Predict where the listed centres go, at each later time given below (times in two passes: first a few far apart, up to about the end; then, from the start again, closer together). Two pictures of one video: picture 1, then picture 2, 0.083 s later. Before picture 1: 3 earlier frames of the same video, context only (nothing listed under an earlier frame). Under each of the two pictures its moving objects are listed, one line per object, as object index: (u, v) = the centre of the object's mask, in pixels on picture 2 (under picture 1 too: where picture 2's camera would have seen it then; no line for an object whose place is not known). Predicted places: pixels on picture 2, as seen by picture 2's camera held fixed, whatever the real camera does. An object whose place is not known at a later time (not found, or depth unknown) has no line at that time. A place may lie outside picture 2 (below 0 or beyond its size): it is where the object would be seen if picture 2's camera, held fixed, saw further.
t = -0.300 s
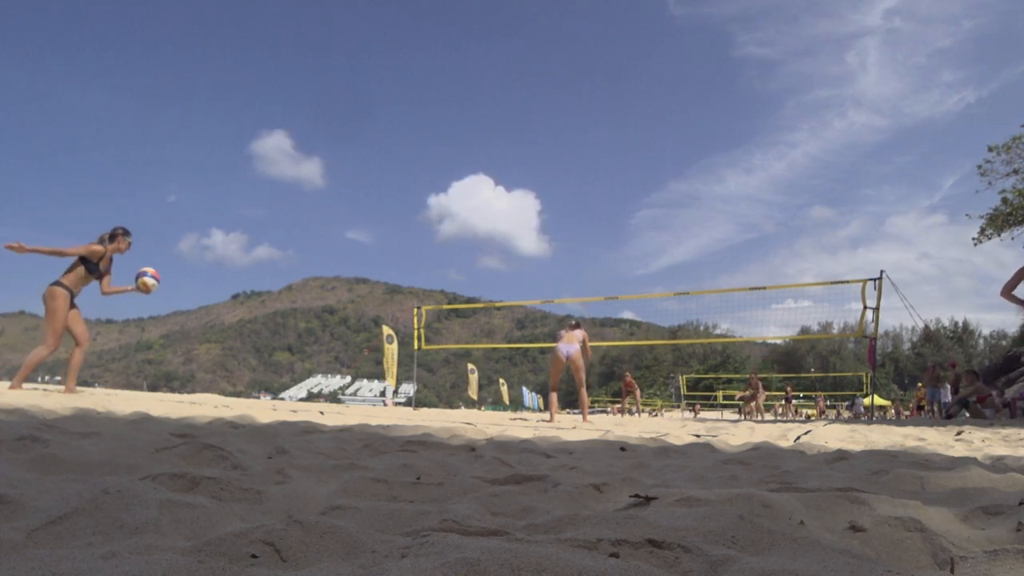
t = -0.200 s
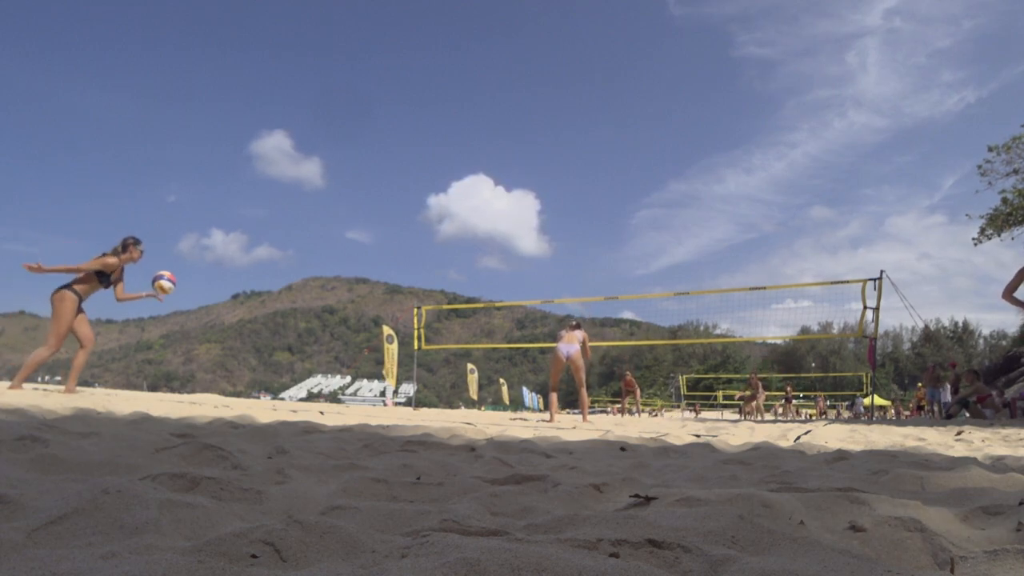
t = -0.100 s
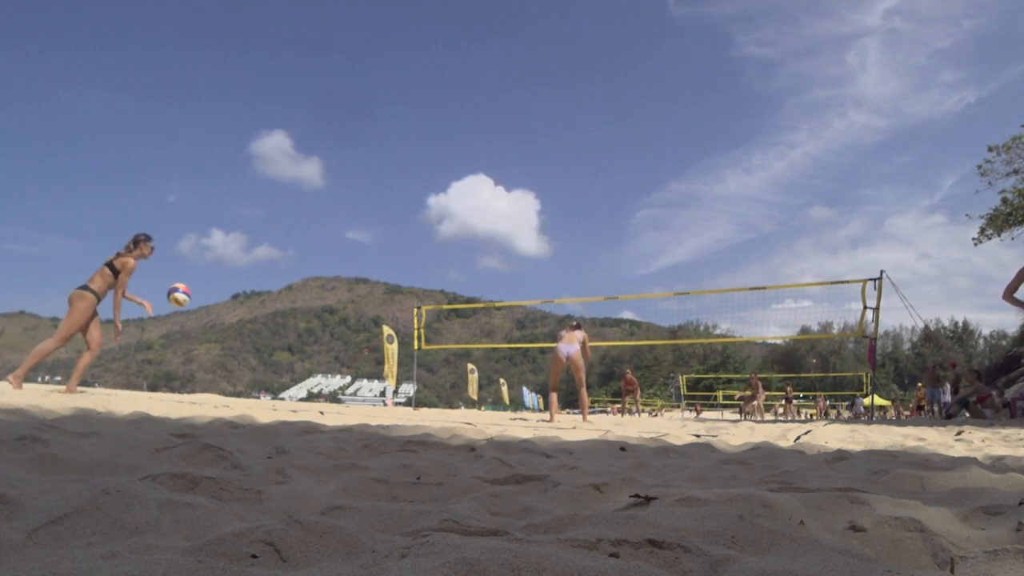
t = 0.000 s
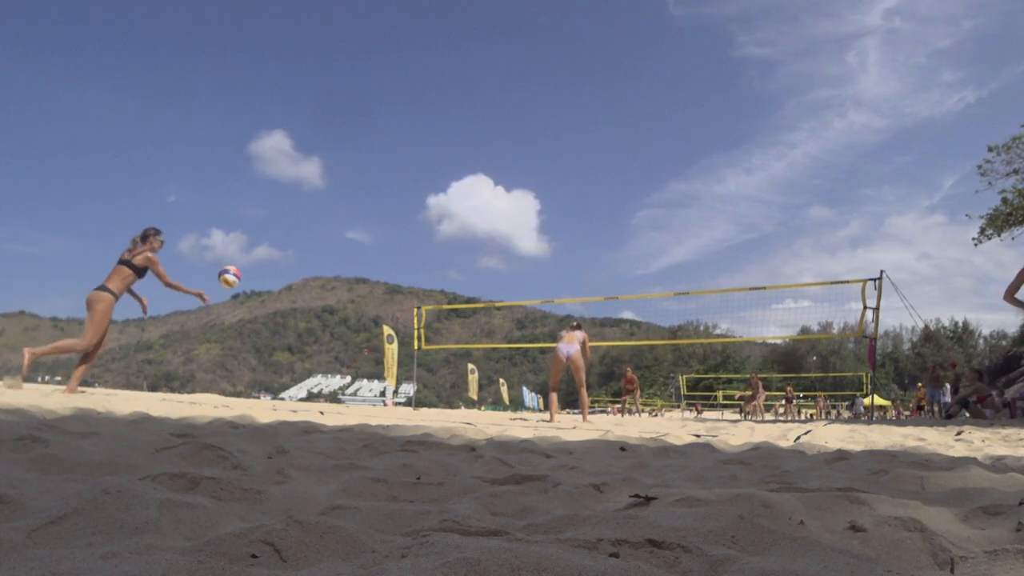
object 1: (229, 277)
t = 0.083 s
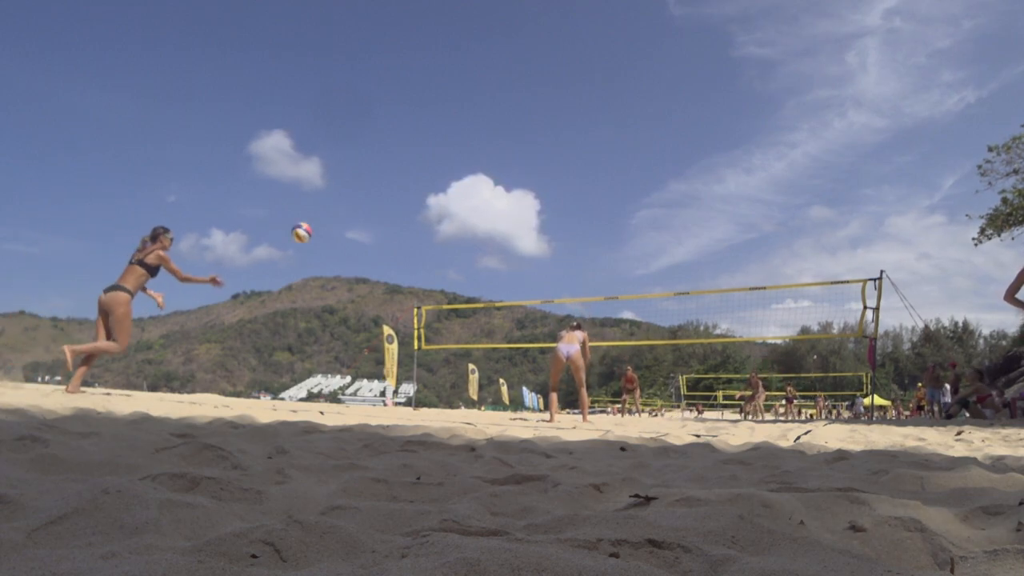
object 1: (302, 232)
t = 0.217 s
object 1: (393, 191)
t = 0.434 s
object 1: (494, 168)
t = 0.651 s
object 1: (561, 175)
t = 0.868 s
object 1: (610, 204)
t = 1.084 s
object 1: (648, 247)
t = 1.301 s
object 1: (679, 303)
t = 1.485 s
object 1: (700, 359)
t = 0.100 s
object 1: (315, 225)
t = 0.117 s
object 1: (327, 219)
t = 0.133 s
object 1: (339, 213)
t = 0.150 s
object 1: (351, 208)
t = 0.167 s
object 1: (362, 203)
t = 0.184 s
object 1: (373, 198)
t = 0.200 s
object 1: (383, 194)
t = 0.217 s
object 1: (393, 191)
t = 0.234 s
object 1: (403, 187)
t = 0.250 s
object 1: (412, 184)
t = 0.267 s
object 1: (421, 181)
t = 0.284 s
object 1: (429, 179)
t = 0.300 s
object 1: (437, 177)
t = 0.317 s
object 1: (445, 175)
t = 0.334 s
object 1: (453, 173)
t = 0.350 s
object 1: (461, 171)
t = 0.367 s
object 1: (468, 170)
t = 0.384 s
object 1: (475, 169)
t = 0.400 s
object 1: (482, 169)
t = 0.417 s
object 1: (488, 168)
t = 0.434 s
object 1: (494, 168)
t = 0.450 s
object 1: (501, 167)
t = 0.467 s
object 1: (506, 167)
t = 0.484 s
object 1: (512, 167)
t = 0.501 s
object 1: (518, 167)
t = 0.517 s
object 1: (523, 168)
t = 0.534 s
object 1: (528, 168)
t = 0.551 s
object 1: (533, 169)
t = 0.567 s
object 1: (538, 169)
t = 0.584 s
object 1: (543, 170)
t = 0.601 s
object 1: (548, 171)
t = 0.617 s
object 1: (552, 172)
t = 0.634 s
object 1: (557, 173)
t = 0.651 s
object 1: (561, 175)
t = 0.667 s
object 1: (565, 176)
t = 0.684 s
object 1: (569, 178)
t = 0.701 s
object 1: (573, 179)
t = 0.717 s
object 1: (577, 181)
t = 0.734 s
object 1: (581, 183)
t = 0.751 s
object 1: (585, 185)
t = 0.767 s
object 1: (589, 188)
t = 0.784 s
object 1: (592, 190)
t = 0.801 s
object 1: (596, 193)
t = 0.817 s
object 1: (599, 195)
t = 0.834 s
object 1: (603, 198)
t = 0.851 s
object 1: (607, 201)
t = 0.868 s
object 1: (610, 204)
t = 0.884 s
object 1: (613, 207)
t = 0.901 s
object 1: (616, 210)
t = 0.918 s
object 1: (620, 213)
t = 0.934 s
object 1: (623, 216)
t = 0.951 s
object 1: (626, 219)
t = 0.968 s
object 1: (629, 222)
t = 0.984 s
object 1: (632, 226)
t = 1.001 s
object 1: (634, 229)
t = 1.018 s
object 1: (637, 232)
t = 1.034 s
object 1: (640, 236)
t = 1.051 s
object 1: (643, 240)
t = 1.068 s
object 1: (645, 243)
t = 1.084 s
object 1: (648, 247)
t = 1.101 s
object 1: (651, 251)
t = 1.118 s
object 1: (653, 255)
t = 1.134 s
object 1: (656, 259)
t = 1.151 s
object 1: (658, 263)
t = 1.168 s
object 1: (661, 267)
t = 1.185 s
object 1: (664, 271)
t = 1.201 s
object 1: (666, 275)
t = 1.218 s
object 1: (668, 280)
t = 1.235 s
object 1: (671, 284)
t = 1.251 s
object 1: (673, 288)
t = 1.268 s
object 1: (675, 292)
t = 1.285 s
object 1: (677, 298)
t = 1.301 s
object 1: (679, 303)
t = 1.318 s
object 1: (681, 307)
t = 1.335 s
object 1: (683, 312)
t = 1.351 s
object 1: (686, 318)
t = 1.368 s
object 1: (687, 322)
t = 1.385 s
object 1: (690, 327)
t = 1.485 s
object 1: (700, 359)
